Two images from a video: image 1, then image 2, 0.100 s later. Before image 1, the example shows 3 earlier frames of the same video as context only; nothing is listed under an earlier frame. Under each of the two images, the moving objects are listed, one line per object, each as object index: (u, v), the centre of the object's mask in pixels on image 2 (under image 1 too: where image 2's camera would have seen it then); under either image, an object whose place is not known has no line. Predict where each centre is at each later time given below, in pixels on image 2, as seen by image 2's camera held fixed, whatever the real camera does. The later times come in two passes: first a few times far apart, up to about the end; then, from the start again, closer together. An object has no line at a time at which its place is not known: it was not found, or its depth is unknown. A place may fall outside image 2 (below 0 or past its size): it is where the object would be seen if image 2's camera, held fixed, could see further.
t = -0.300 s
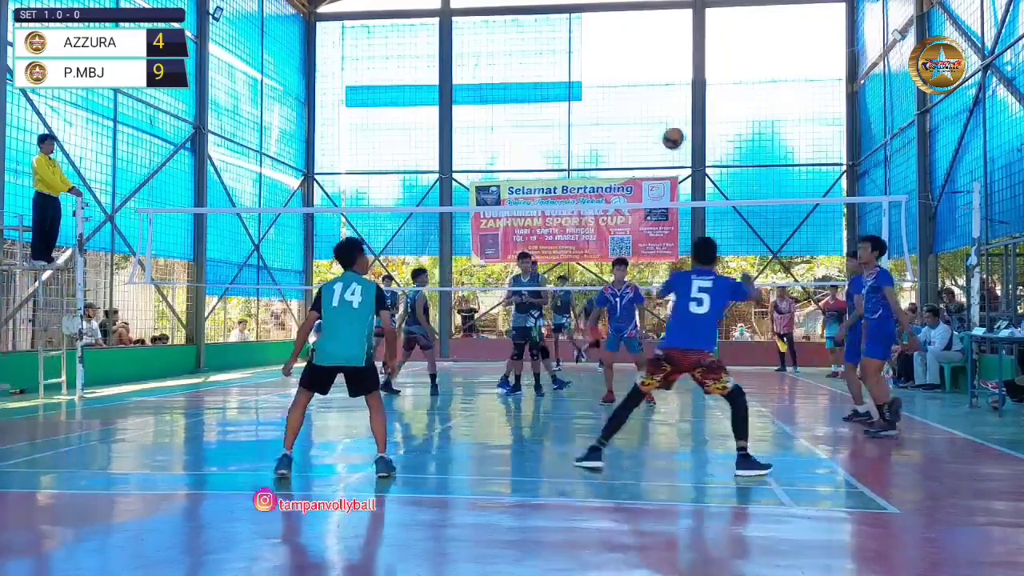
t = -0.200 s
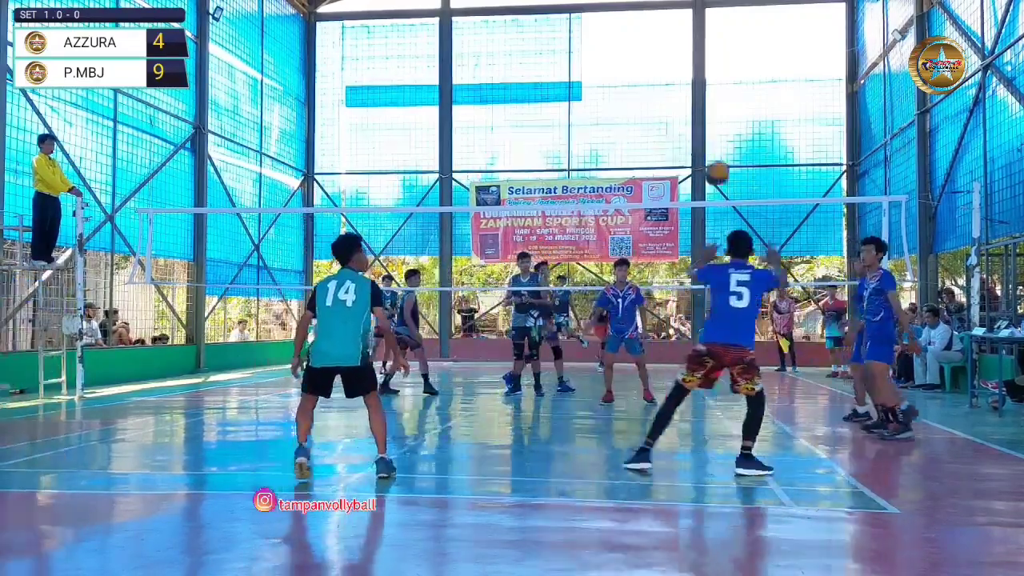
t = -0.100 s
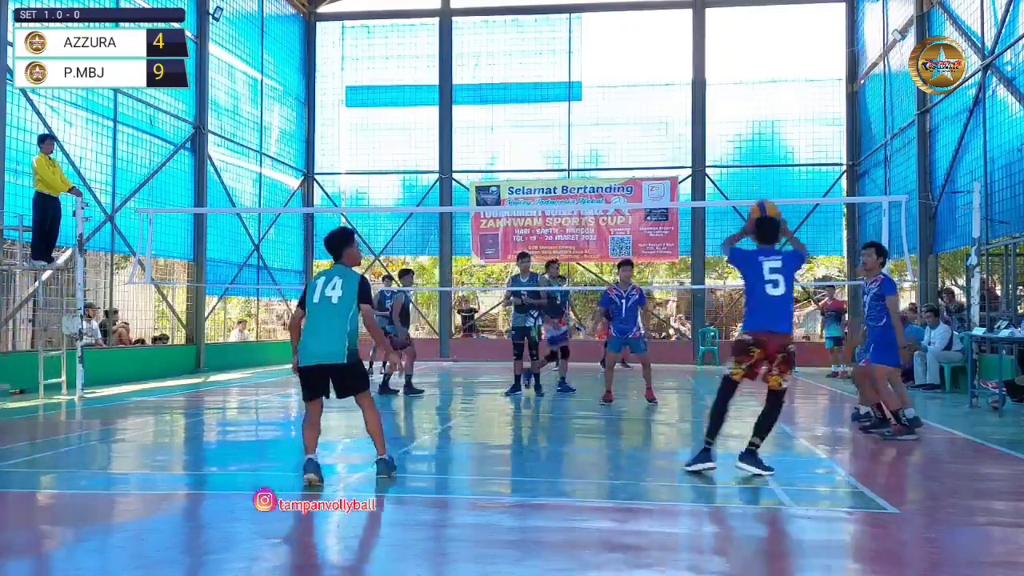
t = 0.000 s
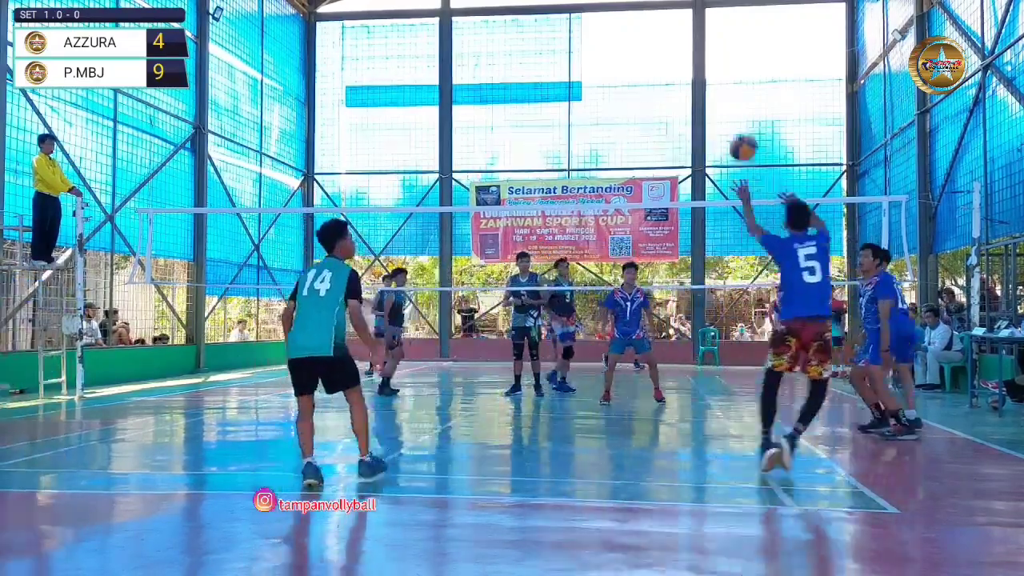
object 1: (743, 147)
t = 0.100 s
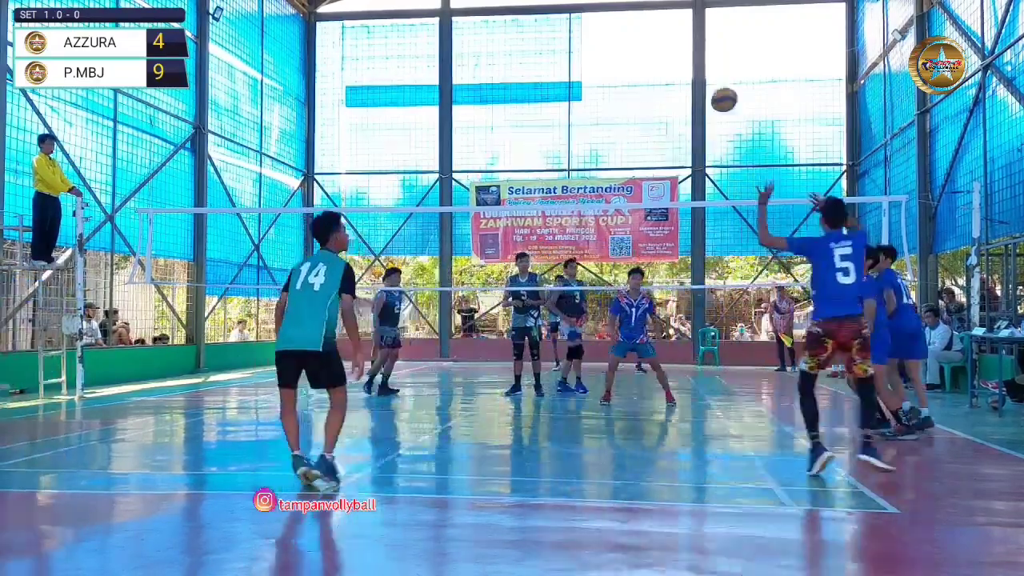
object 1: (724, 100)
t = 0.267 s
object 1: (696, 56)
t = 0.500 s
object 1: (663, 51)
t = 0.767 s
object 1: (632, 107)
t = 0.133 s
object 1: (718, 88)
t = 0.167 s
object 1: (712, 77)
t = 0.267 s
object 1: (696, 56)
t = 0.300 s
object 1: (692, 51)
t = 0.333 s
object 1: (686, 48)
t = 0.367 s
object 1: (681, 46)
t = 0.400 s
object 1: (676, 46)
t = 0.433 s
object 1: (672, 46)
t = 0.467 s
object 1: (667, 48)
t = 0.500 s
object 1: (663, 51)
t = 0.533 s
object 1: (659, 55)
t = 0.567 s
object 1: (655, 59)
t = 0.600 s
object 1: (651, 65)
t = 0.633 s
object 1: (647, 72)
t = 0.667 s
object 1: (643, 80)
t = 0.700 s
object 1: (639, 88)
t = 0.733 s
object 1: (636, 97)
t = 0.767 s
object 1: (632, 107)
